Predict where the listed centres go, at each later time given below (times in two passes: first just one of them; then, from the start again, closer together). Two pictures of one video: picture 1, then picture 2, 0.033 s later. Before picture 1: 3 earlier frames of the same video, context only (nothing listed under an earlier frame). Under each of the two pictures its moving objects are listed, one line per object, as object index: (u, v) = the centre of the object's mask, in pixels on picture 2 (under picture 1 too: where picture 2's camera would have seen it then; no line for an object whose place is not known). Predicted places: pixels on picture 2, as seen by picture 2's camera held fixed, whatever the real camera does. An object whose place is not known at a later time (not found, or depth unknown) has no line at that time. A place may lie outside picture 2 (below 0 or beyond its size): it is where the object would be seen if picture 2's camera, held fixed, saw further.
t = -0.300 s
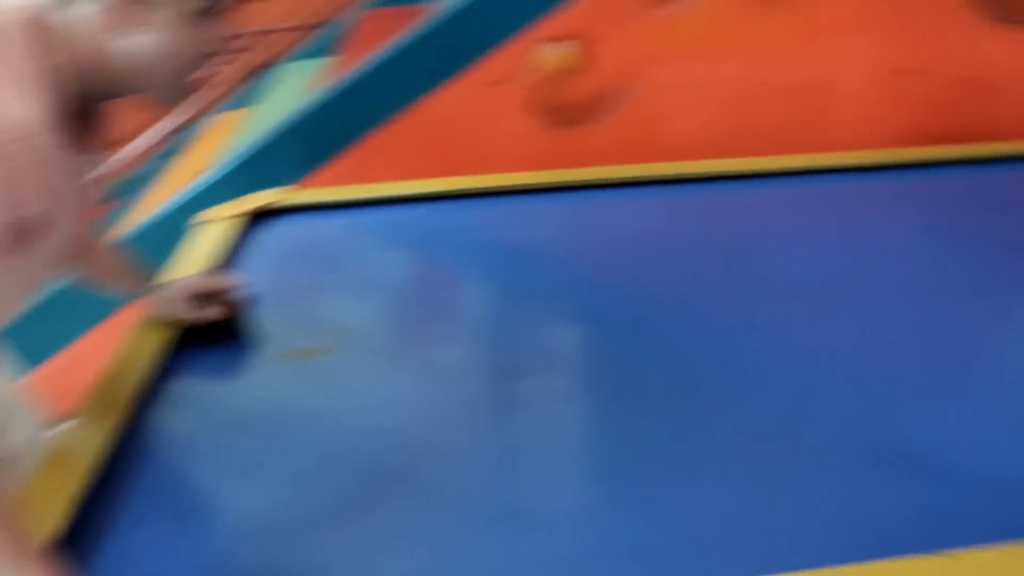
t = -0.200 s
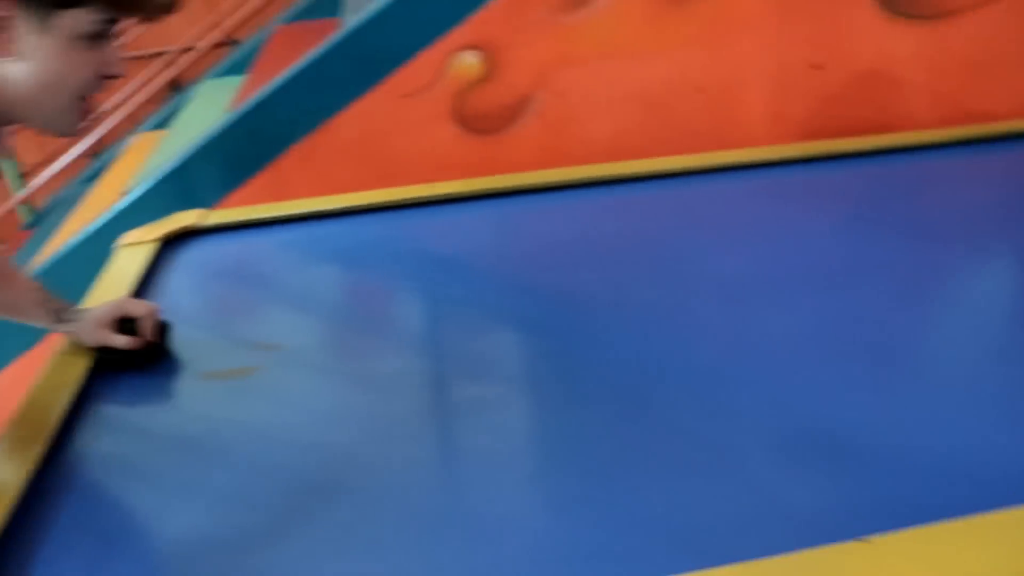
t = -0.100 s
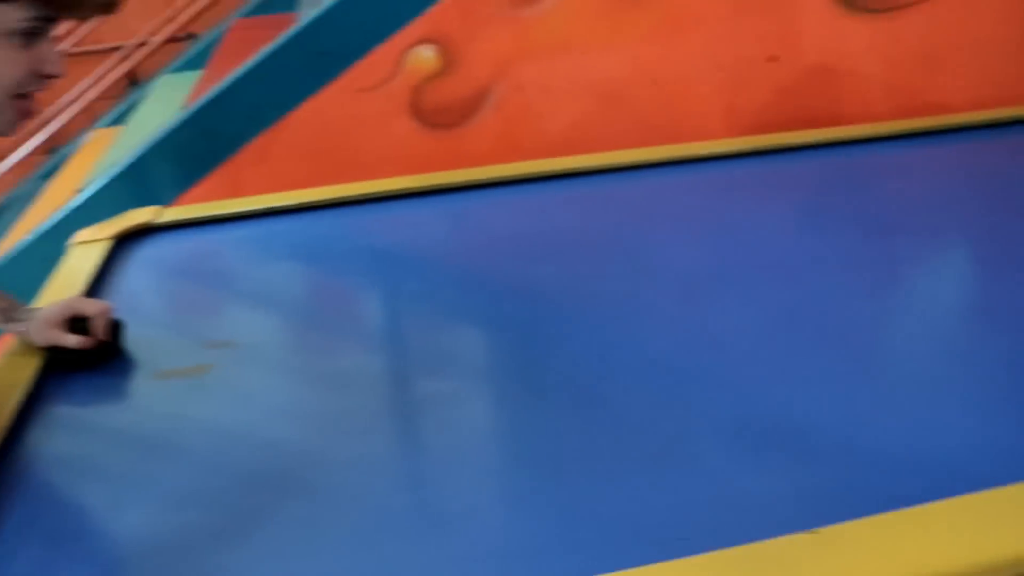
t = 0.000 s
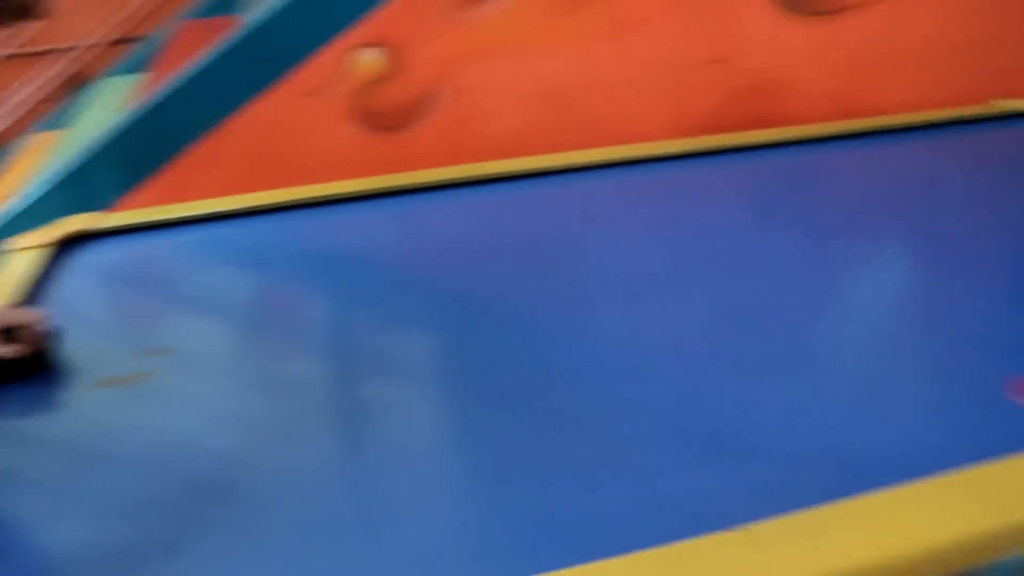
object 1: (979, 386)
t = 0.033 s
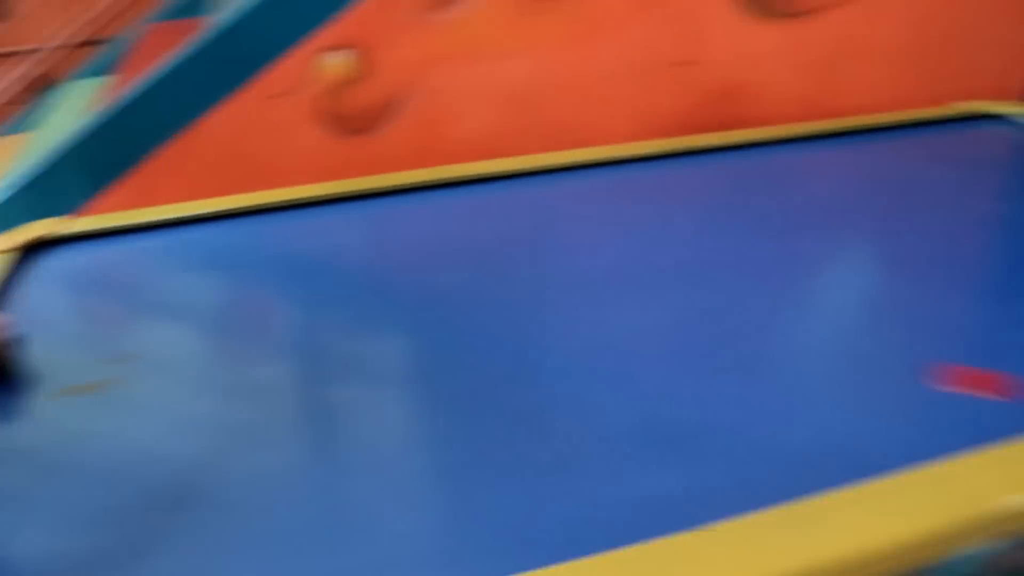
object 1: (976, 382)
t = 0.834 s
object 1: (360, 211)
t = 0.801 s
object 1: (368, 204)
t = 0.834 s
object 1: (360, 211)
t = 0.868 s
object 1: (352, 219)
